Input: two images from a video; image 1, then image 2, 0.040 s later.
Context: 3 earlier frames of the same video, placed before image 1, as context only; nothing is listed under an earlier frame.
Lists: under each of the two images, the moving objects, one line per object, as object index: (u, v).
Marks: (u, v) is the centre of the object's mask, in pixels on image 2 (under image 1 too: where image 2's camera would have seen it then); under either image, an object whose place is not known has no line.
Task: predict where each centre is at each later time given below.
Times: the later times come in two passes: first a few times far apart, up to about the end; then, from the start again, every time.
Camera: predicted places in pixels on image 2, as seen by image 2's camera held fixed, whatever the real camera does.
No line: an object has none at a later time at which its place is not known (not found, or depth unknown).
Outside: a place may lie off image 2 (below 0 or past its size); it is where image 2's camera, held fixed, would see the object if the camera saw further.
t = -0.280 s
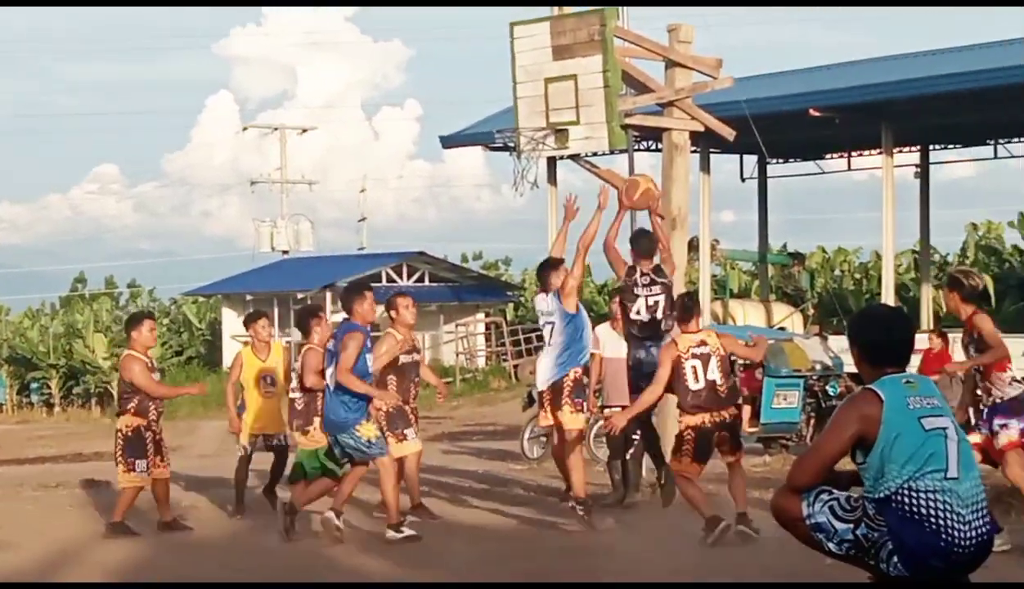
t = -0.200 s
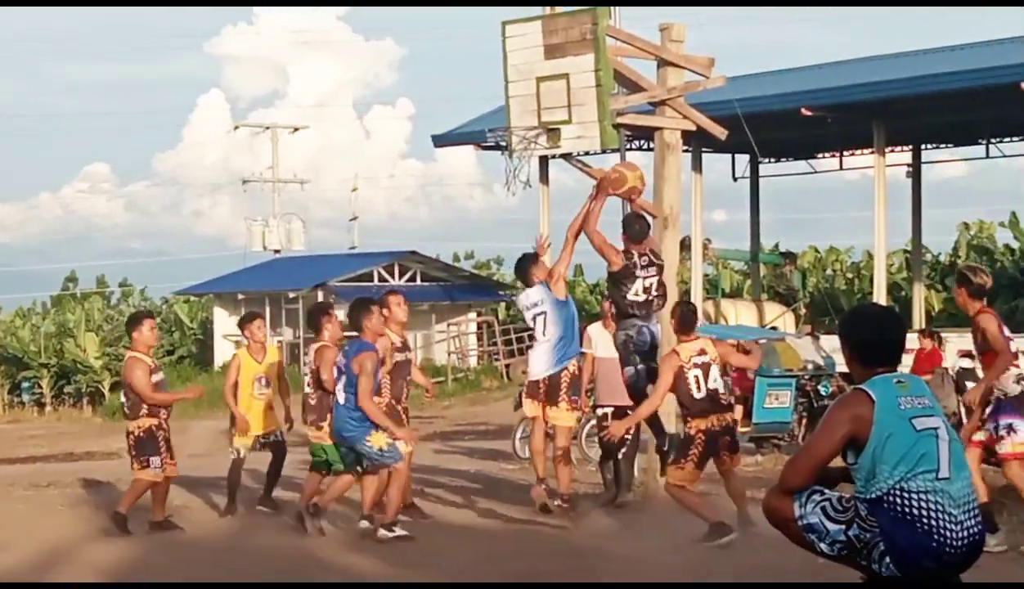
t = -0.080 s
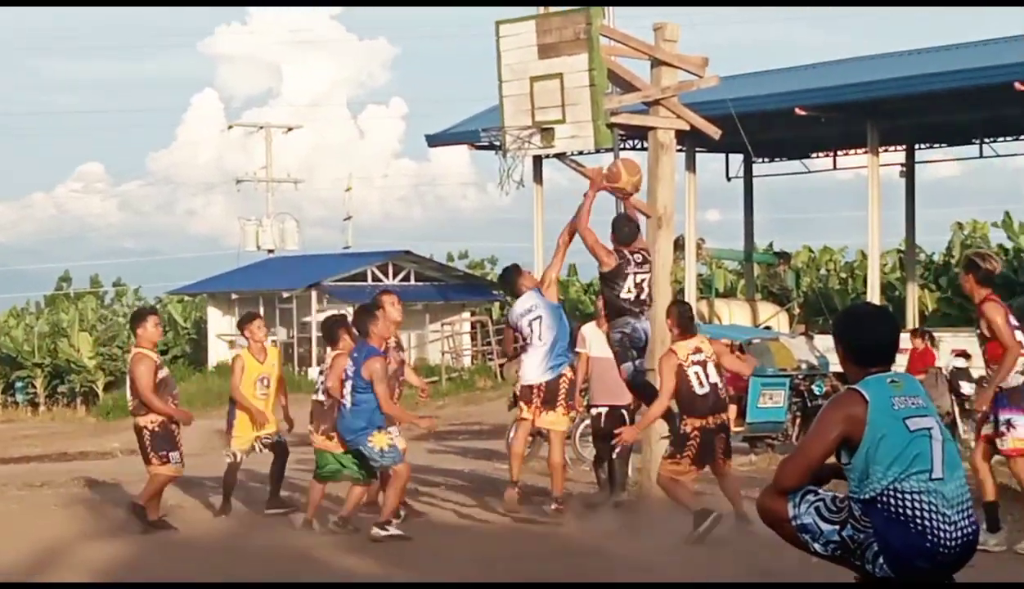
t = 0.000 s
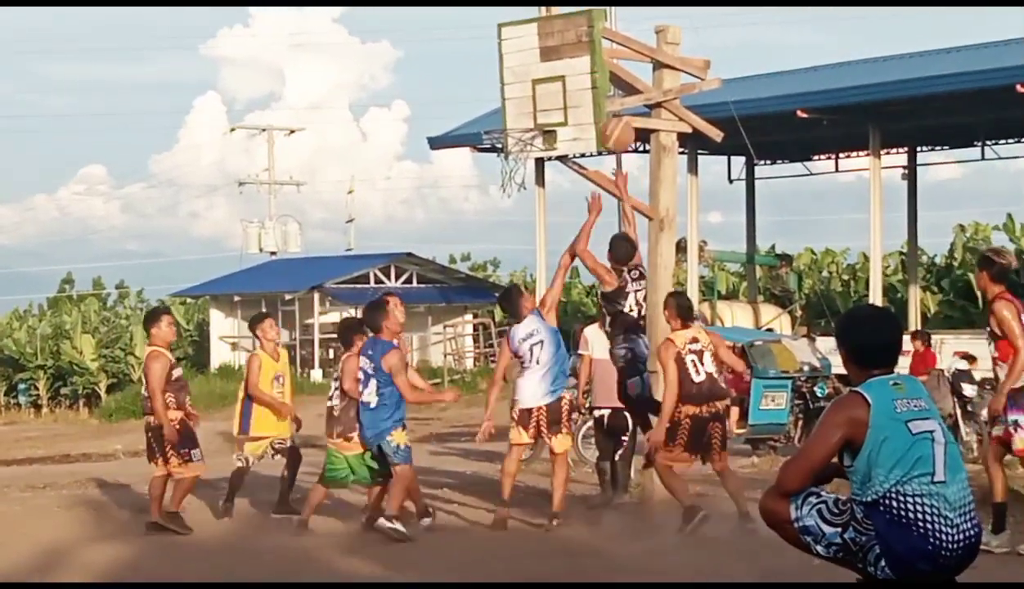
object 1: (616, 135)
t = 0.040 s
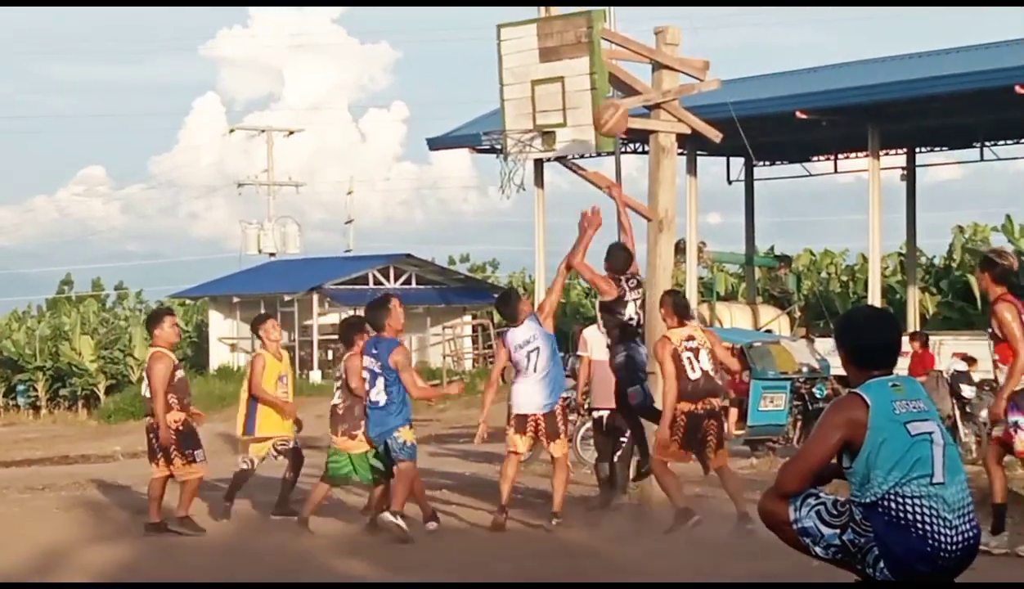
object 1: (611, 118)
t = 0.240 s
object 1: (582, 58)
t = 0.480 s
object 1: (547, 59)
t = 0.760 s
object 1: (510, 133)
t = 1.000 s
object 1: (522, 148)
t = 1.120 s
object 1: (511, 164)
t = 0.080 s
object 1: (605, 104)
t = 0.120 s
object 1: (600, 92)
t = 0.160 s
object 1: (596, 80)
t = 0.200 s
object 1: (590, 72)
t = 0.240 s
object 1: (582, 58)
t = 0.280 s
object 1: (577, 55)
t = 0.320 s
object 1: (574, 51)
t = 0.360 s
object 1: (569, 50)
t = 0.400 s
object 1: (564, 50)
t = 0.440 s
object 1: (555, 55)
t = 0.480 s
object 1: (547, 59)
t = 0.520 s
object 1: (539, 64)
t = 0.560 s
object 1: (533, 72)
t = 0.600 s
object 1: (526, 80)
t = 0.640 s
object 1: (518, 91)
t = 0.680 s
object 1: (505, 117)
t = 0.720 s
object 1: (503, 128)
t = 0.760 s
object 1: (510, 133)
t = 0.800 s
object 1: (517, 139)
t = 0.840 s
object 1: (520, 140)
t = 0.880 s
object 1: (523, 140)
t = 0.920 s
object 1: (524, 142)
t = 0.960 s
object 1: (524, 145)
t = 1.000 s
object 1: (522, 148)
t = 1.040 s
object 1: (520, 150)
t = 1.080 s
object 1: (514, 159)
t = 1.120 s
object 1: (511, 164)
